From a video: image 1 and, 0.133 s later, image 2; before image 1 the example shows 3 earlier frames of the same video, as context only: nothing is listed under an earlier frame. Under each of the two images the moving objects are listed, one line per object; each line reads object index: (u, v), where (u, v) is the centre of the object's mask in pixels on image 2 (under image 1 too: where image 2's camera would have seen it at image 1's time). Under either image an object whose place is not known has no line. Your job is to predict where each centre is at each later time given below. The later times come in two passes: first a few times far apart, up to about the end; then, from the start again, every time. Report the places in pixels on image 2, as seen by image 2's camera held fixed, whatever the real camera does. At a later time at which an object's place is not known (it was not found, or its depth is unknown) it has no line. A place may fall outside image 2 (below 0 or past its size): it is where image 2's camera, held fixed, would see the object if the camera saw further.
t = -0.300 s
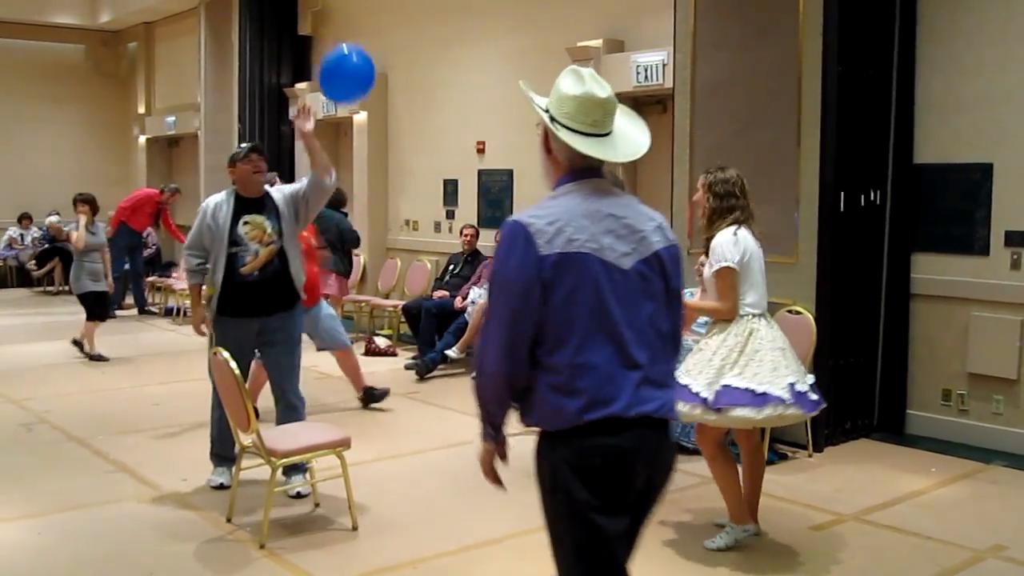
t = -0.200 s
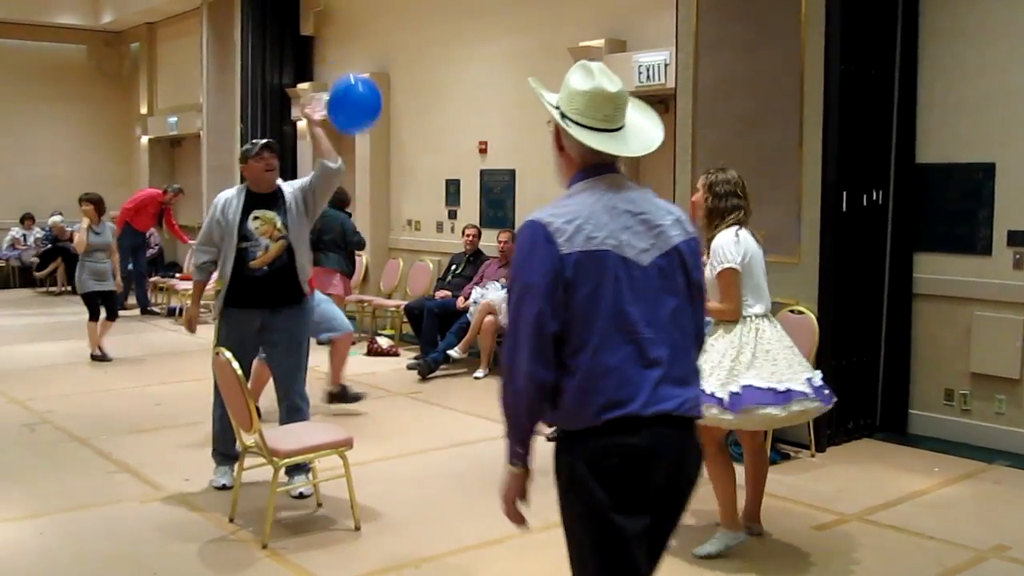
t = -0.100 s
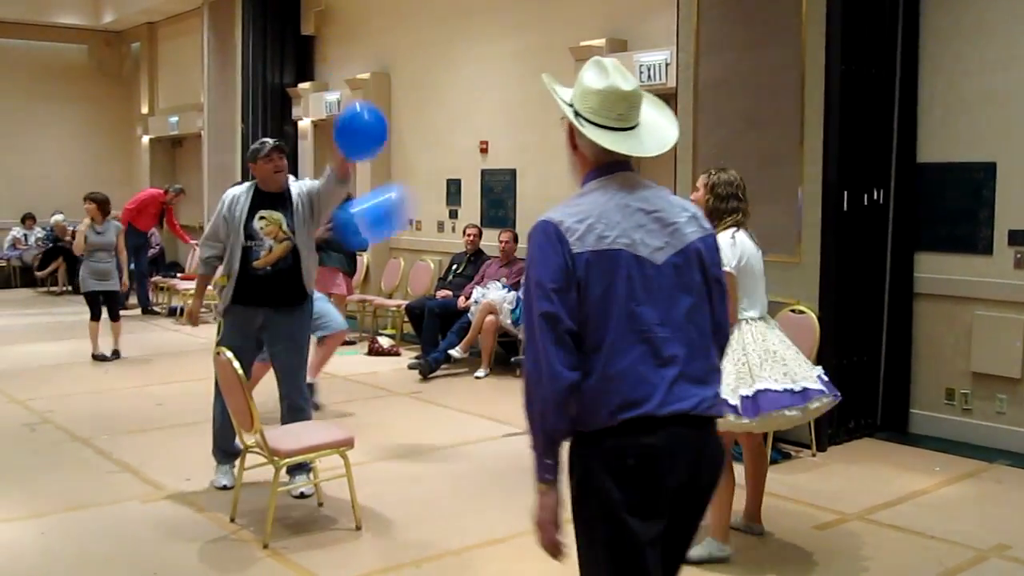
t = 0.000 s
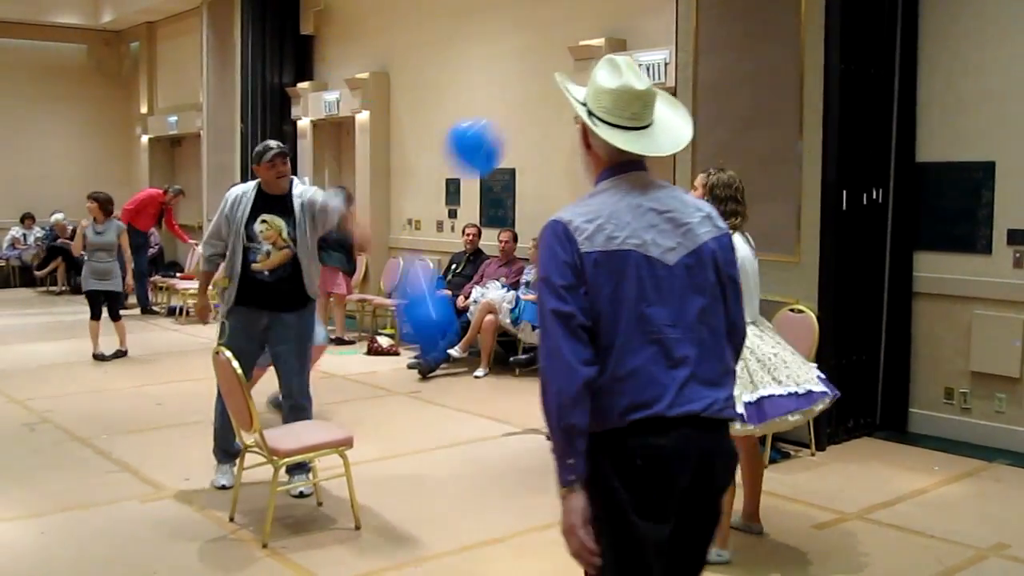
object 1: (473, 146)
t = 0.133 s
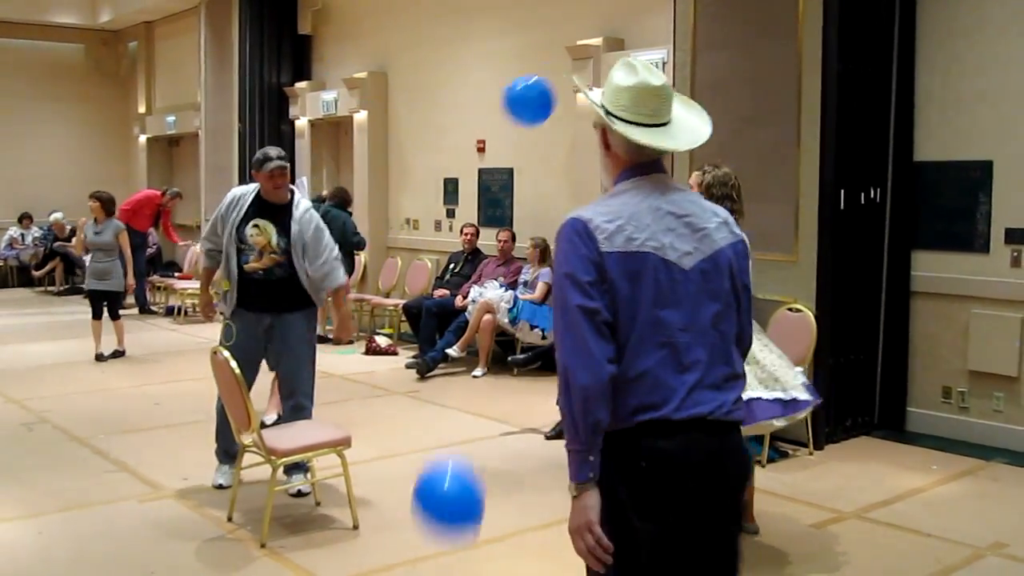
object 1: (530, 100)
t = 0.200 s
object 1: (547, 89)
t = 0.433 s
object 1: (587, 83)
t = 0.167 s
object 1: (538, 93)
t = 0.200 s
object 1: (547, 89)
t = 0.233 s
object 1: (554, 85)
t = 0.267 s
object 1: (560, 83)
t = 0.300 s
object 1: (567, 82)
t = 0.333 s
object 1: (572, 82)
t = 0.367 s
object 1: (578, 82)
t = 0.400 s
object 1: (582, 82)
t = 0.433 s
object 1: (587, 83)
